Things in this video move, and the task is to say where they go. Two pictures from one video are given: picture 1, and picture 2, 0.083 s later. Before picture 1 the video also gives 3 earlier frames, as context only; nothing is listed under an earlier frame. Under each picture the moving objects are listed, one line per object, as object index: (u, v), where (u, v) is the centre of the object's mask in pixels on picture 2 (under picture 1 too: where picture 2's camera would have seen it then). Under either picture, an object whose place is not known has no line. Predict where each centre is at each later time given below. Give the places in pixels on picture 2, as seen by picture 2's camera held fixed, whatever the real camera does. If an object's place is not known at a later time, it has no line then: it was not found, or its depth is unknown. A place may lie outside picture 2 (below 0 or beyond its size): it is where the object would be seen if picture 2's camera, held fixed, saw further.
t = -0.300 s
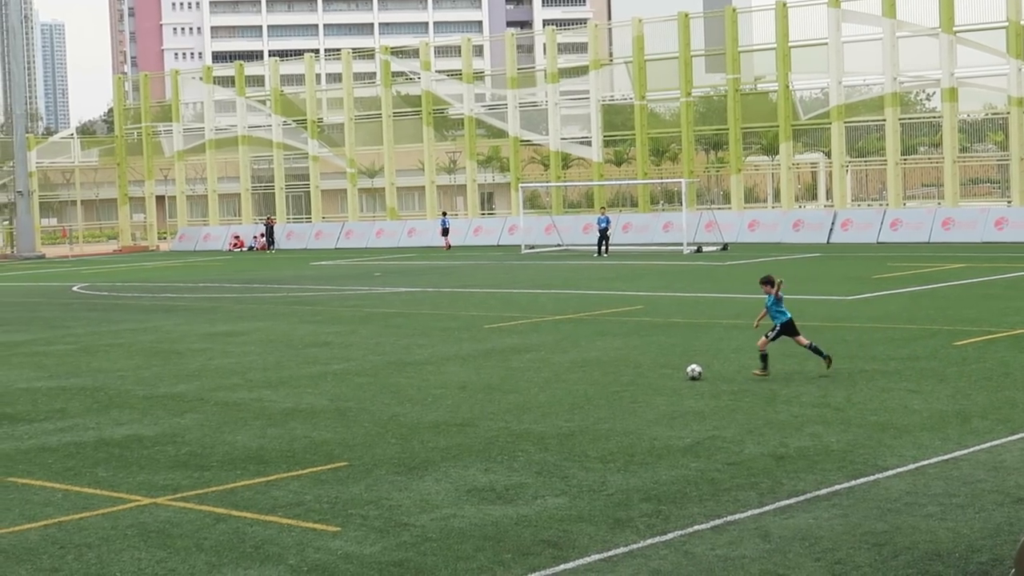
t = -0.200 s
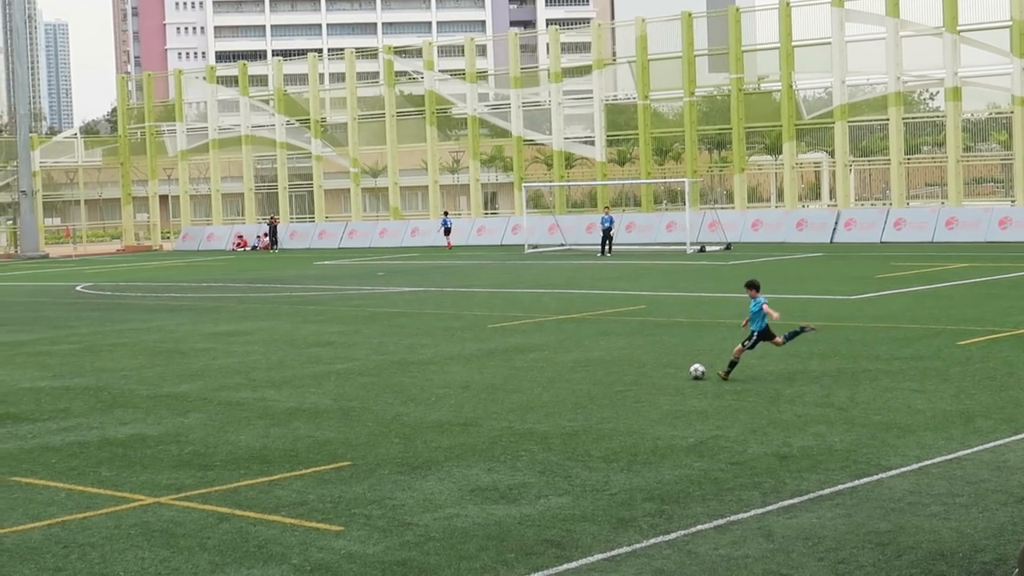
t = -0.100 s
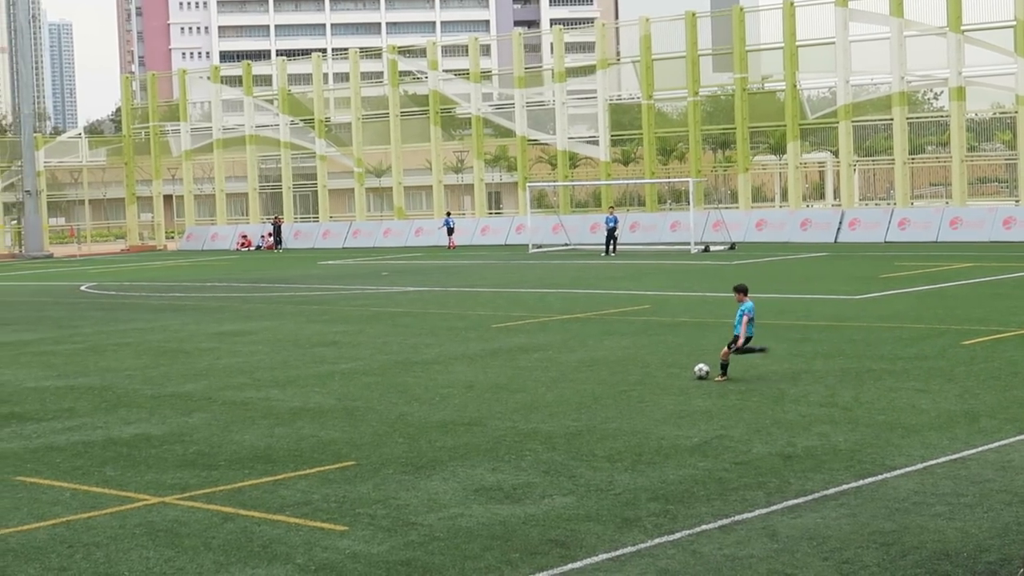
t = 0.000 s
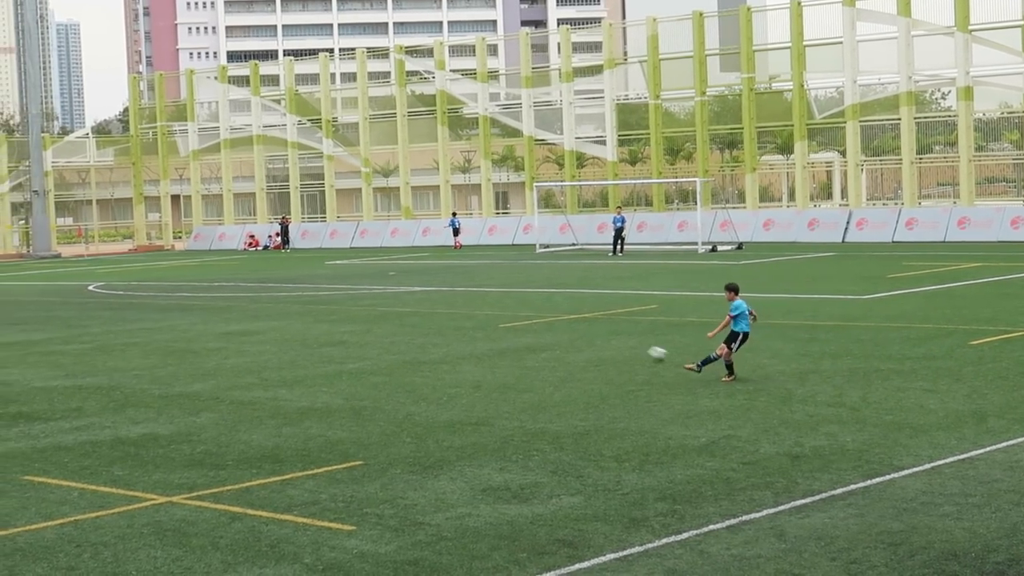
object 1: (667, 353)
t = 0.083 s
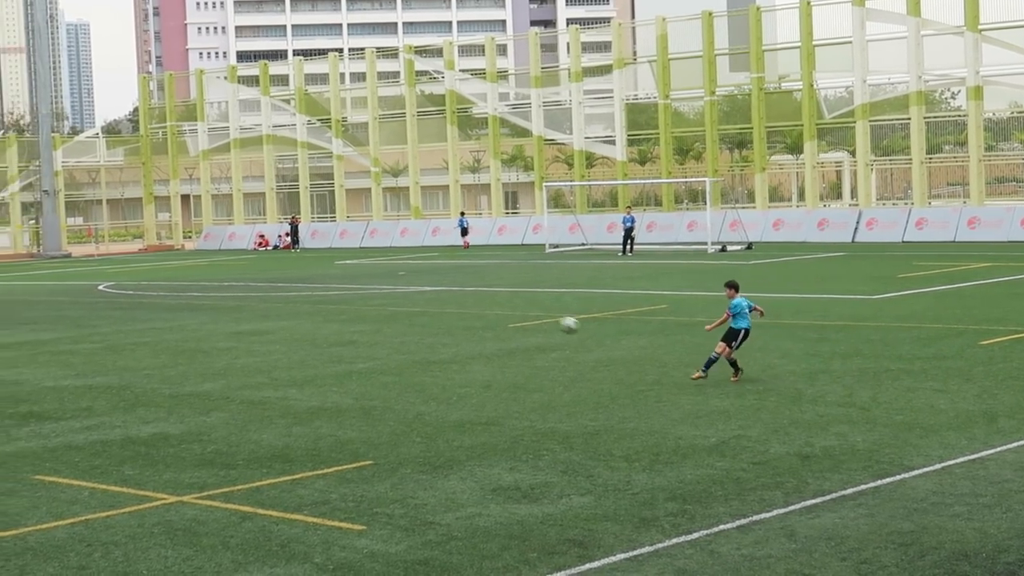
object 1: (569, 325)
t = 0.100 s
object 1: (550, 319)
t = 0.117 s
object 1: (529, 313)
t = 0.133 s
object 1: (511, 308)
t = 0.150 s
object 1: (491, 303)
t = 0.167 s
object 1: (472, 298)
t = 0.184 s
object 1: (453, 293)
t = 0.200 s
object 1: (433, 288)
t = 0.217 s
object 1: (415, 283)
